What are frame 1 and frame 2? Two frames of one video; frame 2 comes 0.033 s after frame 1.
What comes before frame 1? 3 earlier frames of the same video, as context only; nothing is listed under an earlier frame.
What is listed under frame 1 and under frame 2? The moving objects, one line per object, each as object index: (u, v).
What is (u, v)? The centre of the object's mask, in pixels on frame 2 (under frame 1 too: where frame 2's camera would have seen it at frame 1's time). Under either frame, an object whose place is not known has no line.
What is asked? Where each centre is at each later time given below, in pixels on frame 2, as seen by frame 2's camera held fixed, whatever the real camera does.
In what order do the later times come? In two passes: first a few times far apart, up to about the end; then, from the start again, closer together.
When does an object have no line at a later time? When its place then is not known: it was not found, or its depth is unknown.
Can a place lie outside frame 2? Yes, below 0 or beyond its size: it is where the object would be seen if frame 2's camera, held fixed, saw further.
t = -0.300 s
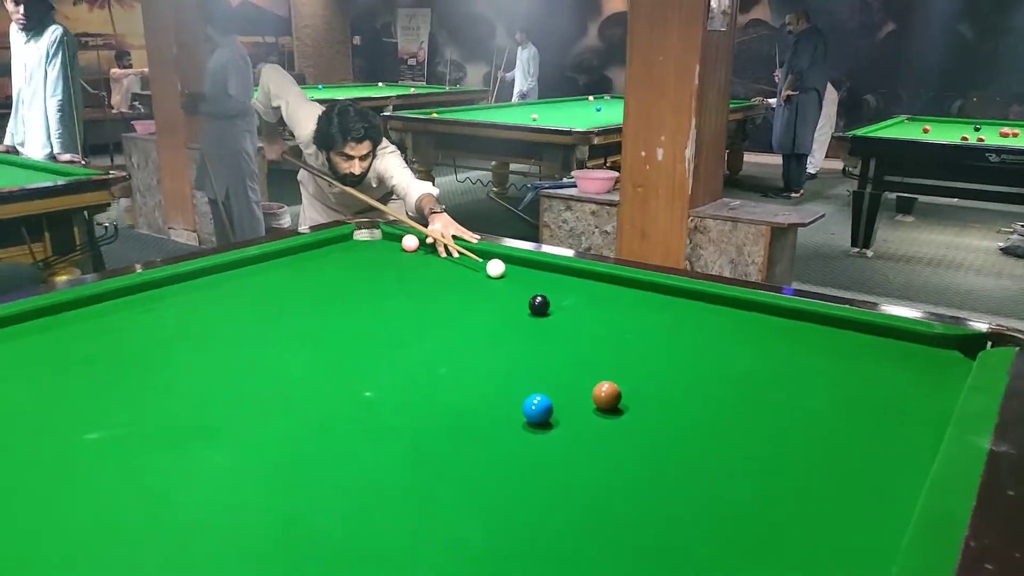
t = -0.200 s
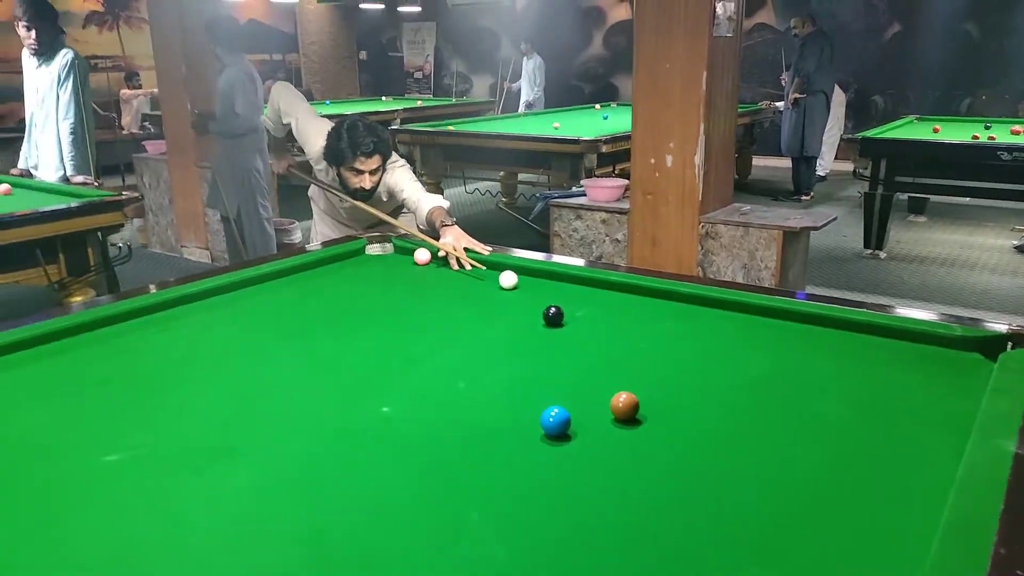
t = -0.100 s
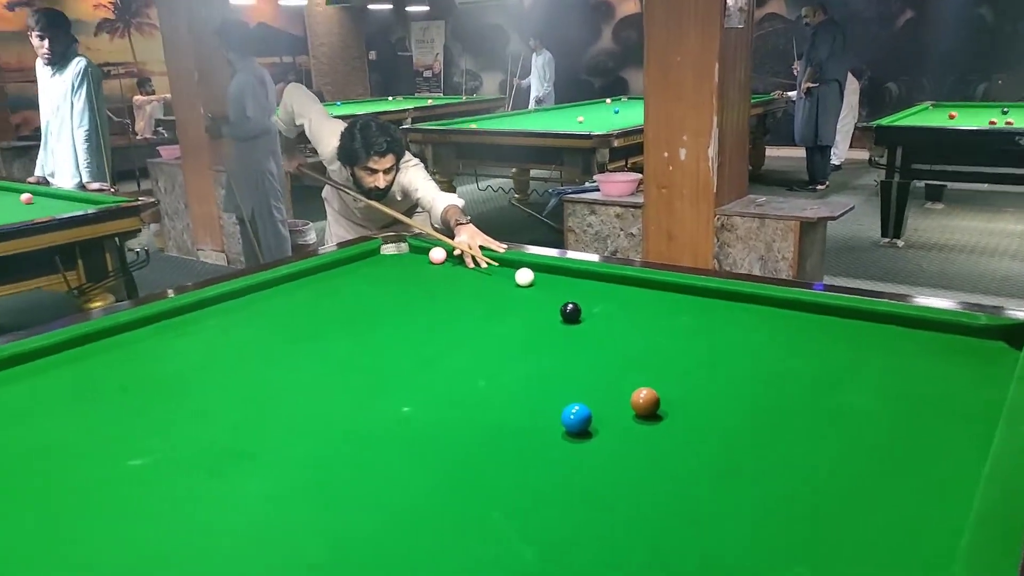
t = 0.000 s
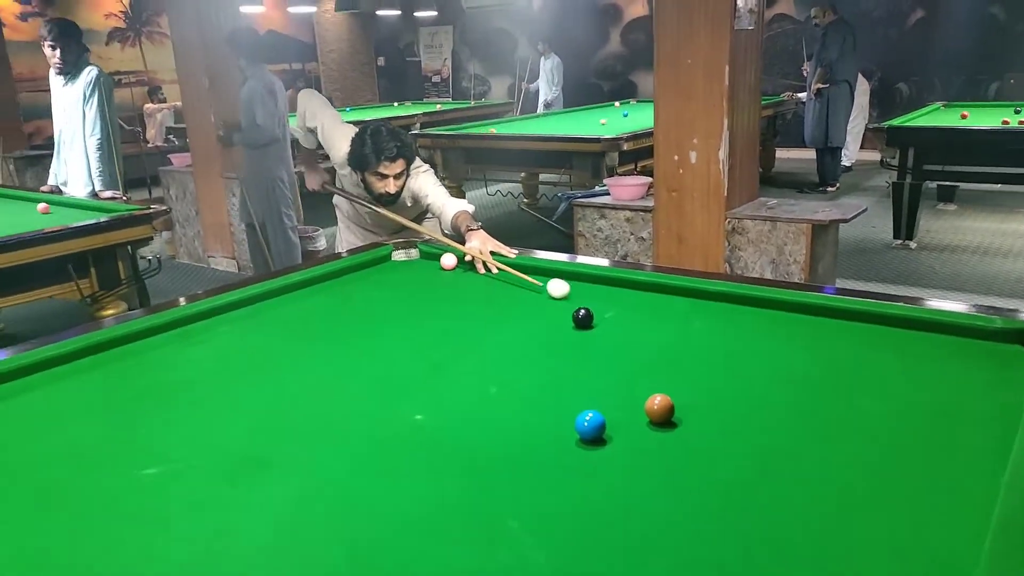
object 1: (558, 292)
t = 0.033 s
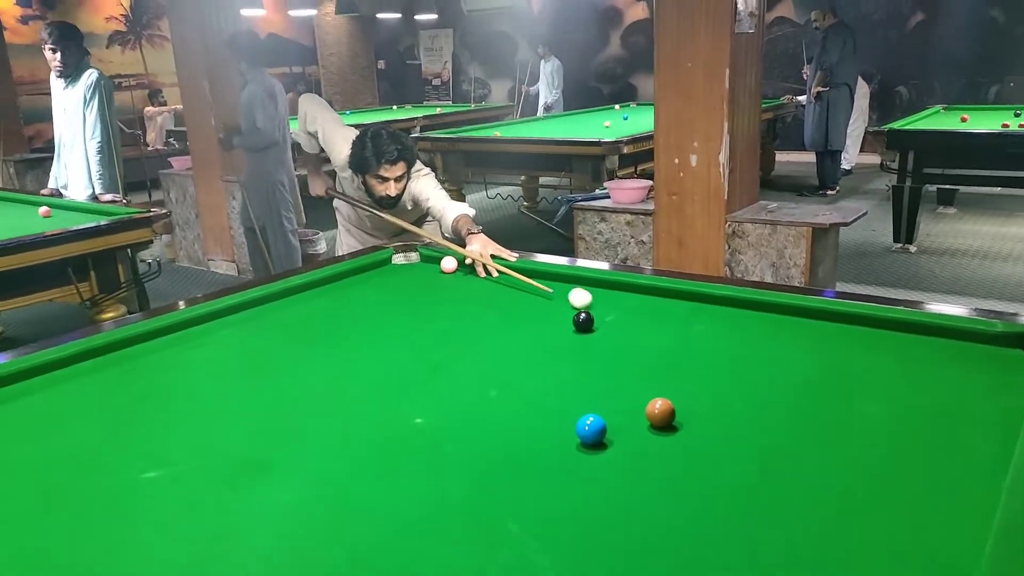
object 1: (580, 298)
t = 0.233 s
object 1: (717, 340)
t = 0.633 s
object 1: (868, 413)
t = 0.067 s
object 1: (602, 305)
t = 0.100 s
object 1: (624, 312)
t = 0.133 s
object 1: (646, 319)
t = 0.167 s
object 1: (669, 325)
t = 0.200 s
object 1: (692, 333)
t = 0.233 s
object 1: (717, 340)
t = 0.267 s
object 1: (744, 348)
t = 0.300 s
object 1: (772, 357)
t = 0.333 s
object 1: (802, 365)
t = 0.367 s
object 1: (834, 375)
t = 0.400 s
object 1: (868, 386)
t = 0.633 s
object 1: (868, 413)
